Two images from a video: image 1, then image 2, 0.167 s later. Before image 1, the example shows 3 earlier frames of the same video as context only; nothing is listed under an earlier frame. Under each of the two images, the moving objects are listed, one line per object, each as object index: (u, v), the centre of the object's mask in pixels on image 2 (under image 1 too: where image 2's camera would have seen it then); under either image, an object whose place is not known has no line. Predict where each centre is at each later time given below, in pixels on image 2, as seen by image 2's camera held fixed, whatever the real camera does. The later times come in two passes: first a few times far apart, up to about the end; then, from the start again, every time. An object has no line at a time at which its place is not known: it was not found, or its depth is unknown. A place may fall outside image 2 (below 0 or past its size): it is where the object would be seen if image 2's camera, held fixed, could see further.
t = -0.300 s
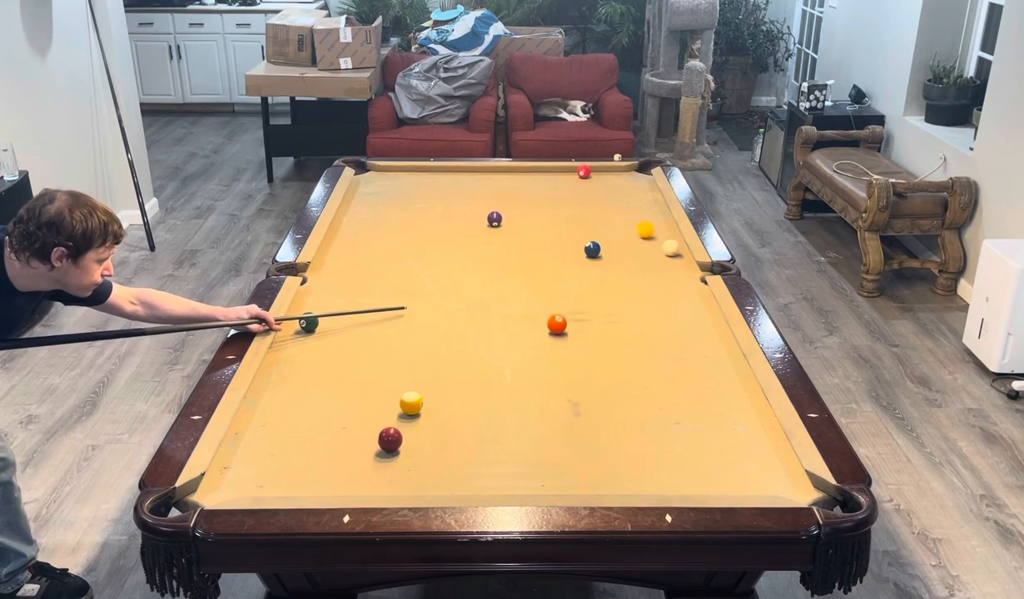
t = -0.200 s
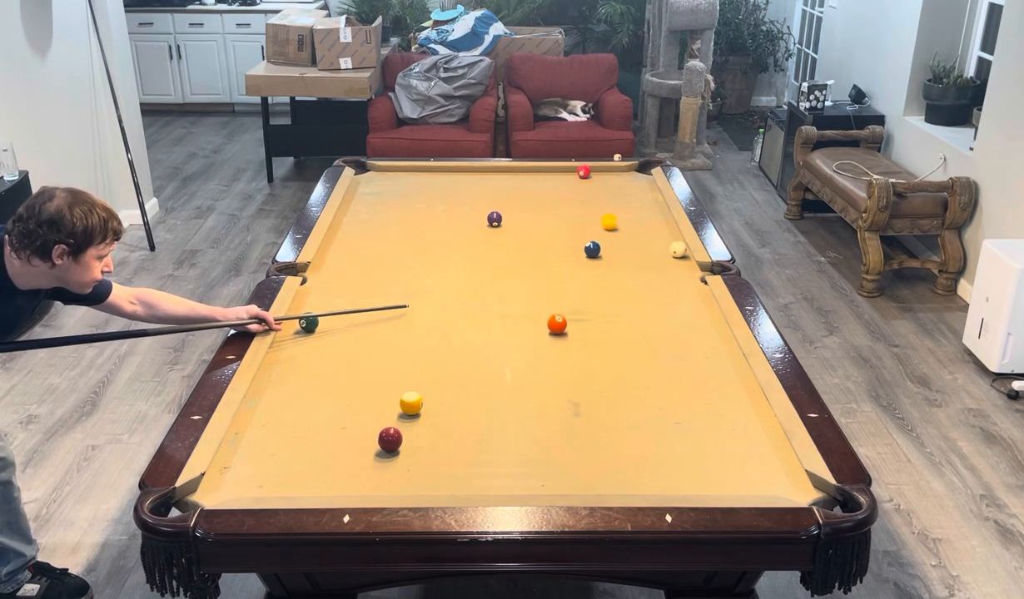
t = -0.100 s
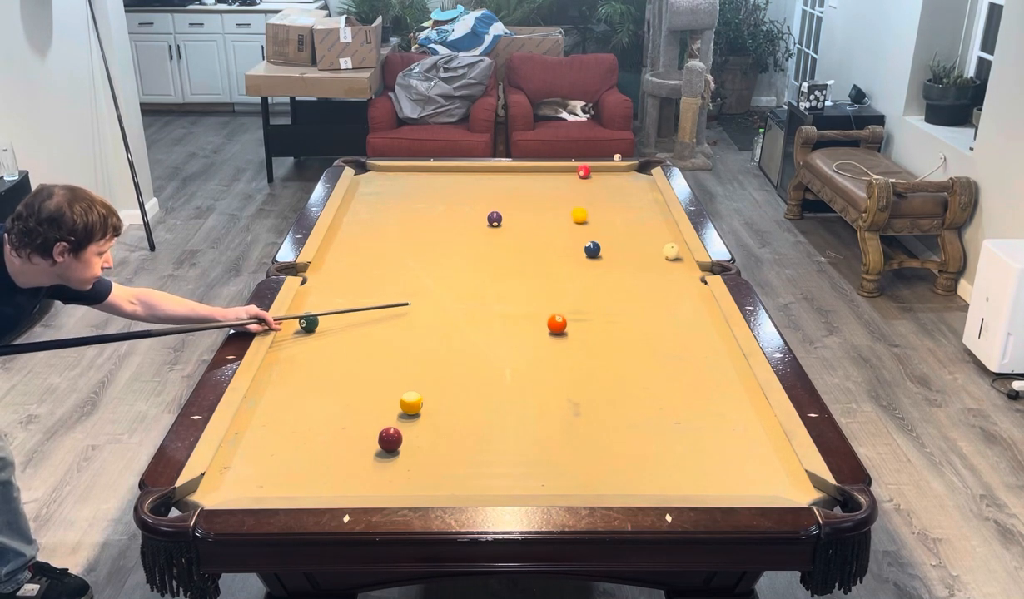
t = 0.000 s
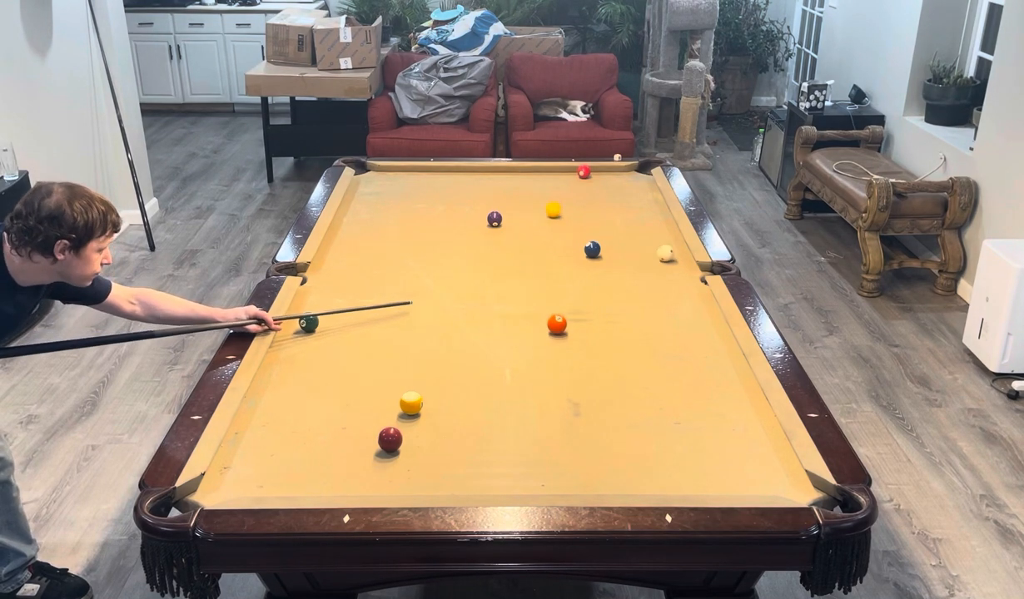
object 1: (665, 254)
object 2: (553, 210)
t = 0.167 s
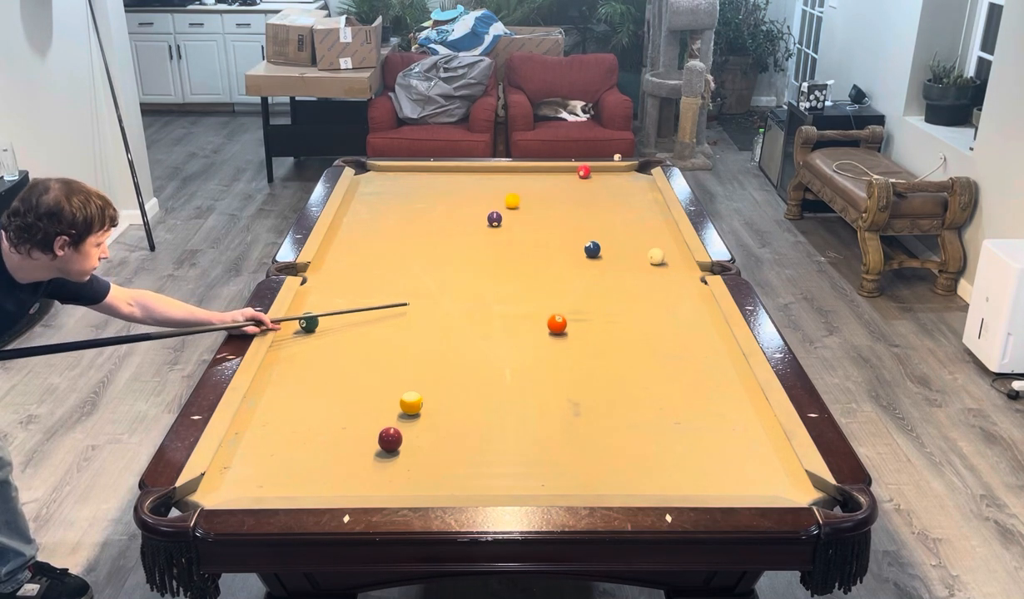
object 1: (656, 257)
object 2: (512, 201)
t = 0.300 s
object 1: (649, 259)
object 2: (481, 194)
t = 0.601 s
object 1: (633, 264)
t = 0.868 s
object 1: (620, 268)
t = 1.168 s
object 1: (607, 272)
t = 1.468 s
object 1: (594, 275)
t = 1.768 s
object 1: (583, 277)
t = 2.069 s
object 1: (573, 280)
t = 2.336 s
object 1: (565, 282)
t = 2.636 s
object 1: (559, 283)
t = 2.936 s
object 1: (555, 285)
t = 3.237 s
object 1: (552, 285)
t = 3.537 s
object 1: (552, 285)
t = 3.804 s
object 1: (552, 285)
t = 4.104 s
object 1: (552, 285)
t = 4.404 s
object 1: (552, 286)
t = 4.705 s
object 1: (552, 285)
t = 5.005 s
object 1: (552, 286)
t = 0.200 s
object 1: (654, 257)
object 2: (504, 199)
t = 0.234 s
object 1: (652, 257)
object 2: (496, 198)
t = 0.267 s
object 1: (650, 258)
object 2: (489, 196)
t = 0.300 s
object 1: (649, 259)
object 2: (481, 194)
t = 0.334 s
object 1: (647, 259)
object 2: (473, 193)
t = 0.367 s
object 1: (645, 260)
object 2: (466, 191)
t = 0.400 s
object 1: (644, 260)
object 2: (459, 190)
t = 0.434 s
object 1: (642, 261)
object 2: (451, 188)
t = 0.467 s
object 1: (640, 262)
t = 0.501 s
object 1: (638, 262)
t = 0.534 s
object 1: (637, 262)
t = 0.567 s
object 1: (635, 263)
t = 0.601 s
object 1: (633, 264)
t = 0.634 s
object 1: (631, 264)
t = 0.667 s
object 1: (630, 264)
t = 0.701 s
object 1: (628, 265)
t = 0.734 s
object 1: (626, 265)
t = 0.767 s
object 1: (625, 266)
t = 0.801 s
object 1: (623, 266)
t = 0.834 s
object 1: (621, 267)
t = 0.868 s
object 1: (620, 268)
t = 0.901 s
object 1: (618, 268)
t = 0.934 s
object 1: (617, 269)
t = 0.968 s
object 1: (616, 269)
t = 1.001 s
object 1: (614, 269)
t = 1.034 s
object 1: (613, 270)
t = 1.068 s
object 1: (611, 270)
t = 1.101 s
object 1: (610, 271)
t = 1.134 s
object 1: (608, 271)
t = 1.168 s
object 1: (607, 272)
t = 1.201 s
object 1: (605, 272)
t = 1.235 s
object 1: (604, 272)
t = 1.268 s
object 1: (602, 273)
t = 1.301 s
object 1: (601, 273)
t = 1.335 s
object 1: (599, 274)
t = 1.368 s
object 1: (598, 274)
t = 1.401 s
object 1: (596, 274)
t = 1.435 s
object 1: (596, 275)
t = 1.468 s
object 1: (594, 275)
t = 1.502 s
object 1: (593, 275)
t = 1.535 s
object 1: (592, 276)
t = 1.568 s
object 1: (590, 276)
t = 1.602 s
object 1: (589, 276)
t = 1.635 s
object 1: (588, 276)
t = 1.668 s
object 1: (587, 277)
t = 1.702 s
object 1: (585, 277)
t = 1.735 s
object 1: (584, 277)
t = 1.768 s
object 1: (583, 277)
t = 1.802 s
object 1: (582, 278)
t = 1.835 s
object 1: (580, 278)
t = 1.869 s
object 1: (579, 279)
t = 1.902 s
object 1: (578, 279)
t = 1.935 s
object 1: (577, 279)
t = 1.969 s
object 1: (576, 279)
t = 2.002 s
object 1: (575, 279)
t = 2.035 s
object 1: (574, 280)
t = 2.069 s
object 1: (573, 280)
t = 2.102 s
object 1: (572, 280)
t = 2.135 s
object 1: (571, 280)
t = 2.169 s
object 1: (570, 280)
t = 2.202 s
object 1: (569, 281)
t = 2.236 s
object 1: (568, 281)
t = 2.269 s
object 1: (567, 281)
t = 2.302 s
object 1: (566, 281)
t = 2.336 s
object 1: (565, 282)
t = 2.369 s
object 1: (564, 282)
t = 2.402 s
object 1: (564, 282)
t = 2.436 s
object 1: (563, 282)
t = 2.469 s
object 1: (563, 282)
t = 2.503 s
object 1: (562, 282)
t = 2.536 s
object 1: (561, 283)
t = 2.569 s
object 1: (560, 283)
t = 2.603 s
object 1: (560, 283)
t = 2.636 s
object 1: (559, 283)
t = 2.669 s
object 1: (559, 283)
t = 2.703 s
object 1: (558, 284)
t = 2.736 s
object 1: (558, 284)
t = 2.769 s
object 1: (557, 284)
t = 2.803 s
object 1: (557, 284)
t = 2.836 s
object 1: (556, 284)
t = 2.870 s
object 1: (556, 284)
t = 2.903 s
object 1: (555, 285)
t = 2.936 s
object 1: (555, 285)
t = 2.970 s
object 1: (555, 285)
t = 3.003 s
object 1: (554, 285)
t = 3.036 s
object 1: (554, 285)
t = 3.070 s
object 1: (554, 285)
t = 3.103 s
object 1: (553, 285)
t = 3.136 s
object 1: (553, 285)
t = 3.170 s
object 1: (553, 285)
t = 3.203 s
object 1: (553, 285)
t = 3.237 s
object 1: (552, 285)
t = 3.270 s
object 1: (552, 285)
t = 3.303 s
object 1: (552, 285)
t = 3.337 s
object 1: (552, 285)
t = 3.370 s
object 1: (552, 286)
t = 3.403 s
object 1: (552, 285)
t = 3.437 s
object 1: (551, 285)
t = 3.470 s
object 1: (551, 285)
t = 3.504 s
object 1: (551, 285)
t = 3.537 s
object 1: (552, 285)
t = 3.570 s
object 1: (552, 285)
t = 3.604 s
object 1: (552, 286)
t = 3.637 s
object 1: (552, 286)
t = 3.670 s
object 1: (552, 285)
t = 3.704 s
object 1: (552, 285)
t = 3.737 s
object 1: (552, 285)
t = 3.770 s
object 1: (552, 285)
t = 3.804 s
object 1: (552, 285)
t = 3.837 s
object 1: (552, 286)
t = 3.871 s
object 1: (552, 285)
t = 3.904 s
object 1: (552, 285)
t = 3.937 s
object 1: (552, 285)
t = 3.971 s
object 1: (552, 286)
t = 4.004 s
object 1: (552, 286)
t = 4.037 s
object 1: (552, 286)
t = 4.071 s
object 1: (552, 285)
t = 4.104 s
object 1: (552, 285)
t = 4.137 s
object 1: (552, 285)
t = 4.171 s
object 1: (552, 286)
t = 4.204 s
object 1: (552, 286)
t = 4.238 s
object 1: (552, 286)
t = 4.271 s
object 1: (552, 286)
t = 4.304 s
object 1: (552, 286)
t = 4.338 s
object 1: (552, 286)
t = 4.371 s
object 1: (552, 286)
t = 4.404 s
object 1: (552, 286)
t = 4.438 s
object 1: (552, 286)
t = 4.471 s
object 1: (552, 285)
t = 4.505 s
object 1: (552, 286)
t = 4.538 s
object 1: (552, 286)
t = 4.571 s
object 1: (552, 286)
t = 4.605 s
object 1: (552, 286)
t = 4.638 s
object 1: (552, 285)
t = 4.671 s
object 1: (552, 285)
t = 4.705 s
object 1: (552, 285)
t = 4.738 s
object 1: (552, 286)
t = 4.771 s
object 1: (552, 285)
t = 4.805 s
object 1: (552, 286)
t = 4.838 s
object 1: (552, 285)
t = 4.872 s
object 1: (552, 286)
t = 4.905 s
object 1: (552, 286)
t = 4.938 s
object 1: (552, 285)
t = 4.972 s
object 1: (552, 286)
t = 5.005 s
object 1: (552, 286)
